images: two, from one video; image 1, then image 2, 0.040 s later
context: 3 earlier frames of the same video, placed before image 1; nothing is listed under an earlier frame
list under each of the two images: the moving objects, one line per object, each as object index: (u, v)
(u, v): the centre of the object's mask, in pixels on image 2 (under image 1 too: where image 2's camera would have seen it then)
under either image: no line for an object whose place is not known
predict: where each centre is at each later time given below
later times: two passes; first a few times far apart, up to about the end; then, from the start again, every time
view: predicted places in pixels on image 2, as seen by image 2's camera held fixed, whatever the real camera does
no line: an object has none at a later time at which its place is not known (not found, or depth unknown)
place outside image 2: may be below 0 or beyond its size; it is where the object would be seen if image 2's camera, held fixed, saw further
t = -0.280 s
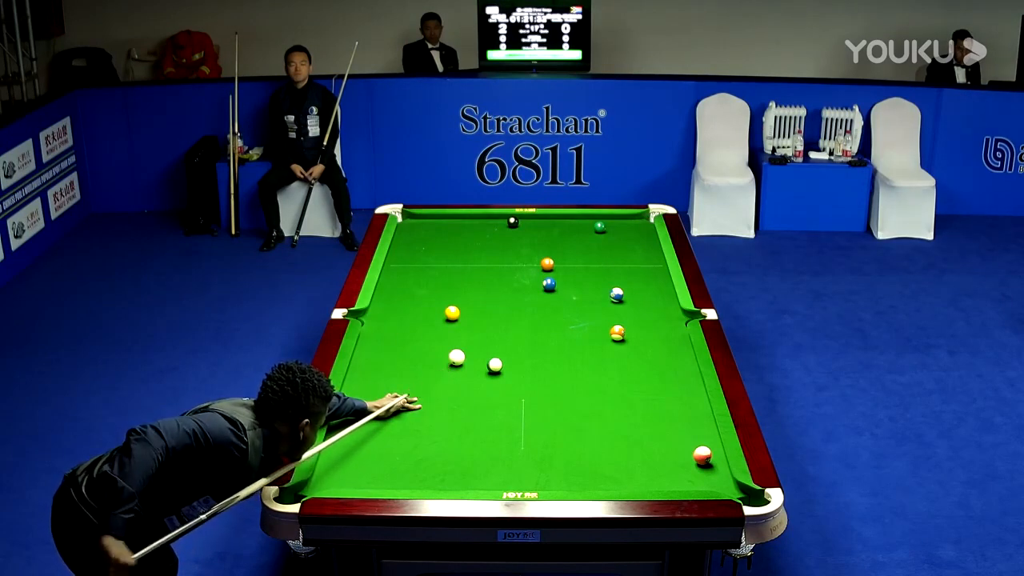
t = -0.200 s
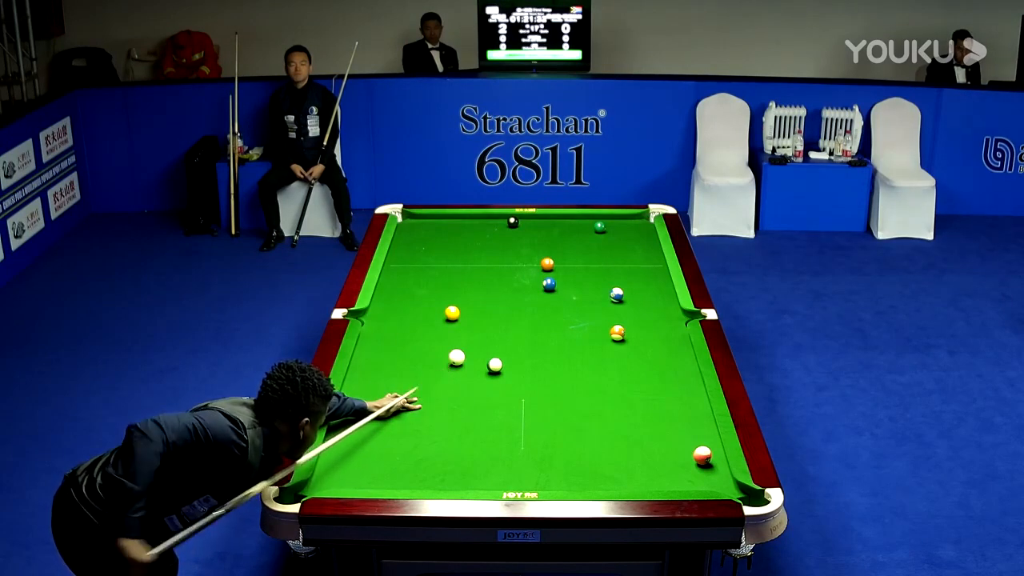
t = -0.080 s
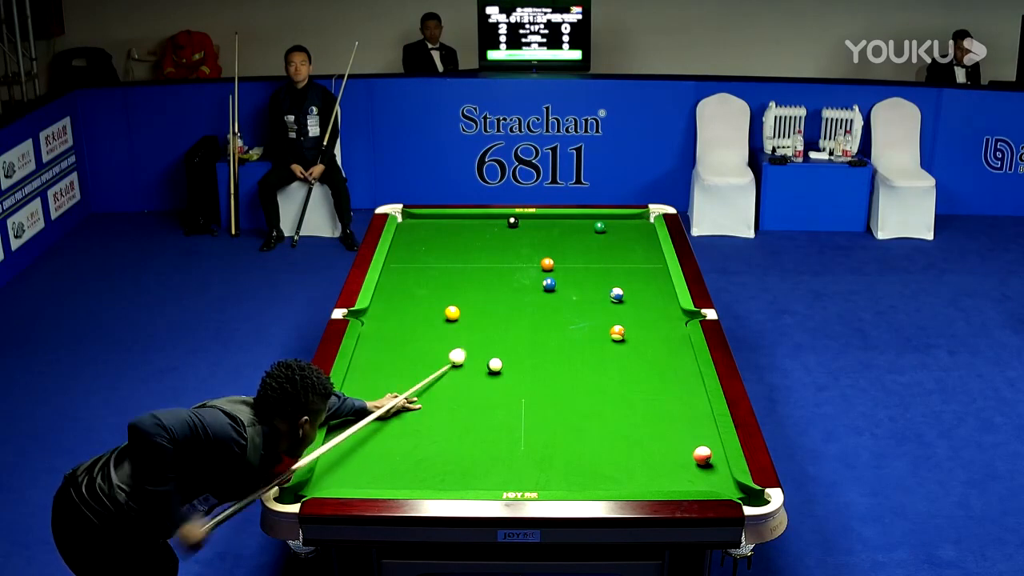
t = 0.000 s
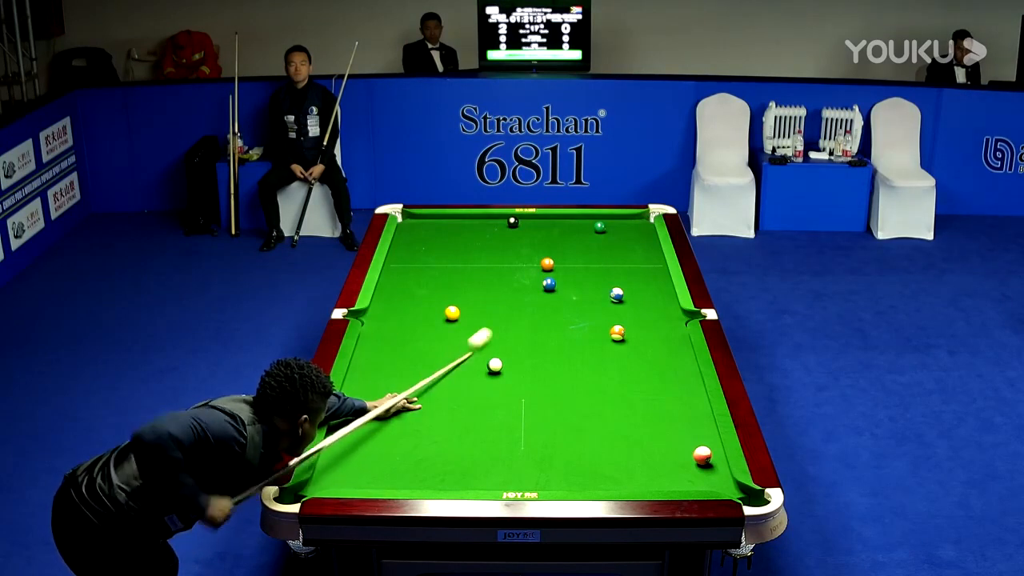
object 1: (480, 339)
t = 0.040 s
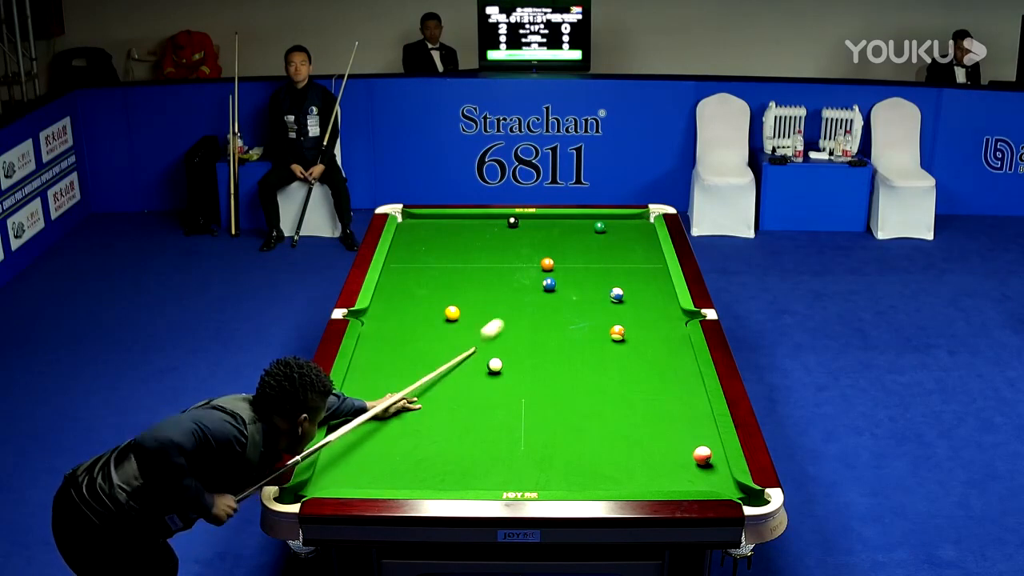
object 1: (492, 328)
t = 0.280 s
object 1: (542, 288)
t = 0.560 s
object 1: (532, 291)
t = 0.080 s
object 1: (504, 319)
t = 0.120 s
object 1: (514, 310)
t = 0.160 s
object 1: (524, 303)
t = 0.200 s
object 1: (534, 295)
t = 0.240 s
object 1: (541, 289)
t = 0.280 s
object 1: (542, 288)
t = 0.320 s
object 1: (541, 288)
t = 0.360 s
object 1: (539, 288)
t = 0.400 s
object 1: (538, 289)
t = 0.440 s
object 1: (536, 289)
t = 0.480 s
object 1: (535, 290)
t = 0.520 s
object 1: (533, 290)
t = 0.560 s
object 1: (532, 291)
